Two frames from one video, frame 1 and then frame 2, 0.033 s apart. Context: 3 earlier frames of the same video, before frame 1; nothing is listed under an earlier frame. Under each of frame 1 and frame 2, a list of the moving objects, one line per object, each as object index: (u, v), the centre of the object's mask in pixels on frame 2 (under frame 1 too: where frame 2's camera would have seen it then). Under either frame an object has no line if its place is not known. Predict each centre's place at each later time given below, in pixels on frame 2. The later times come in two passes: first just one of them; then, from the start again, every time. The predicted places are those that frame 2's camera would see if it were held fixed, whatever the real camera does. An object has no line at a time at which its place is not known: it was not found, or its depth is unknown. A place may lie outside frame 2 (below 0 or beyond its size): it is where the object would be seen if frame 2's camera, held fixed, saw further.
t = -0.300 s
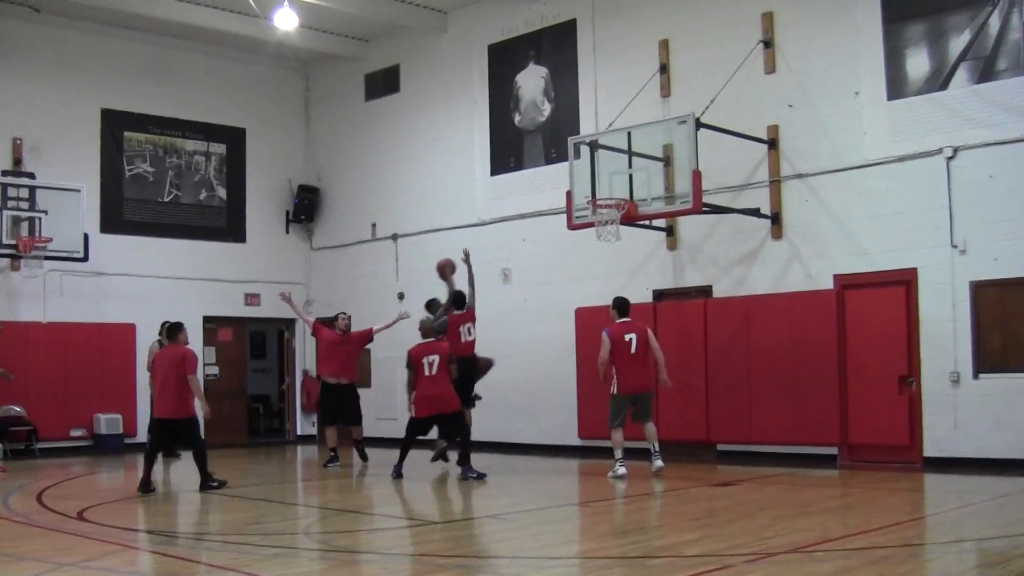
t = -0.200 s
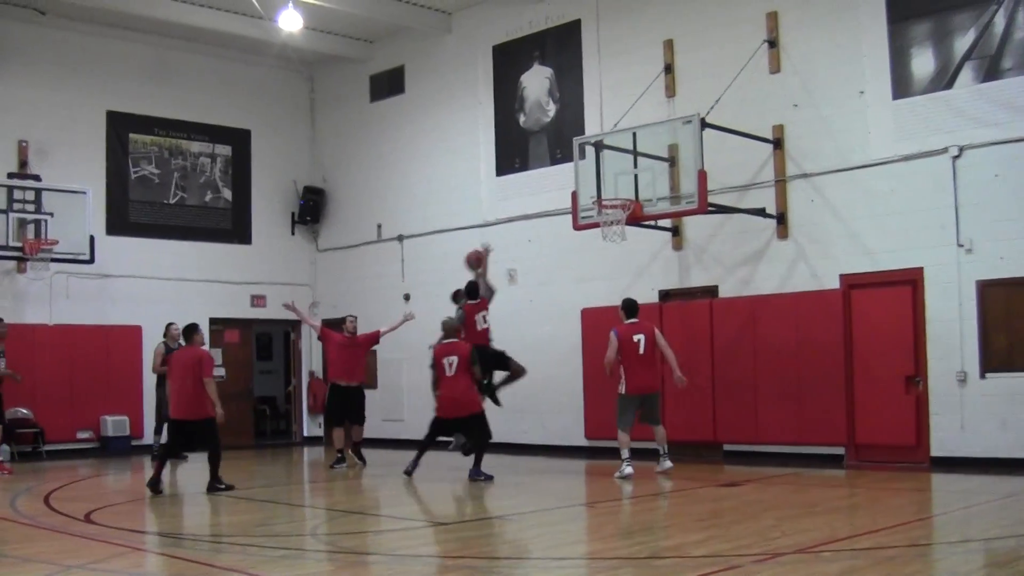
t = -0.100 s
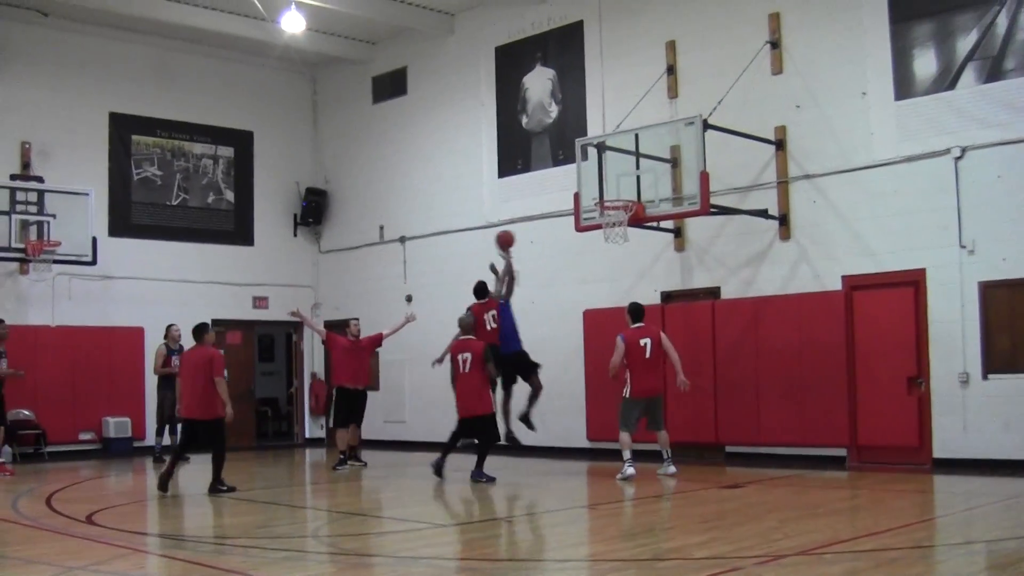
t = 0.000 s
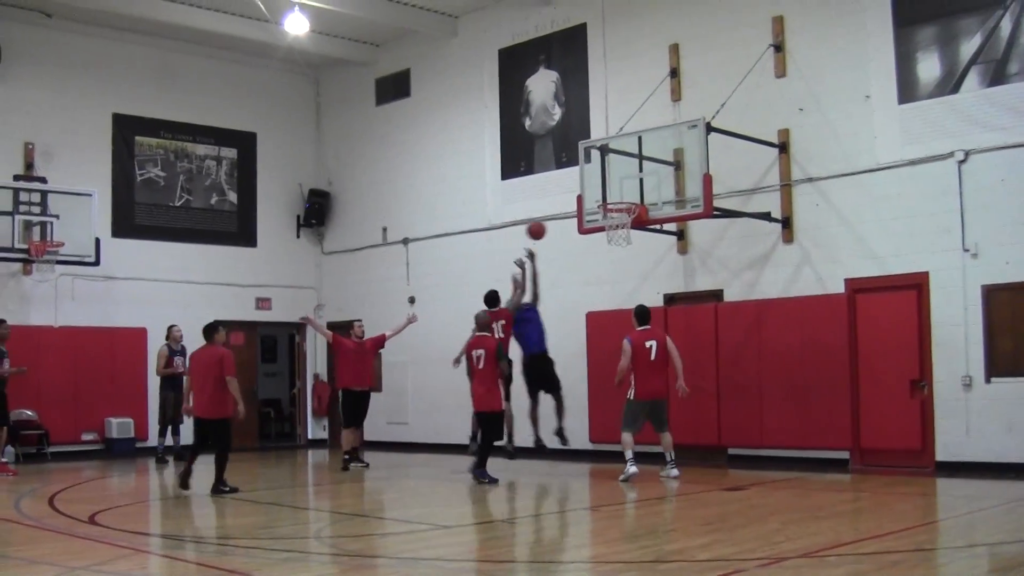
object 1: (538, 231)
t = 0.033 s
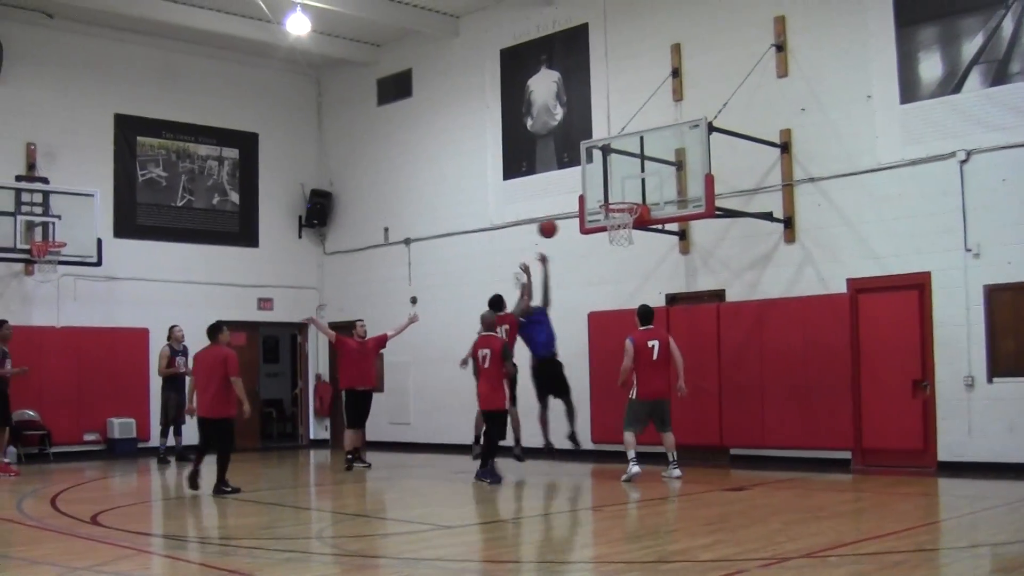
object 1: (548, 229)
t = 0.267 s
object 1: (588, 237)
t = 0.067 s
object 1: (557, 228)
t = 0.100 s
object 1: (566, 227)
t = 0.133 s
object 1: (577, 228)
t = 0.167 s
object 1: (584, 230)
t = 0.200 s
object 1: (585, 231)
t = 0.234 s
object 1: (587, 233)
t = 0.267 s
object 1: (588, 237)
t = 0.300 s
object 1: (589, 240)
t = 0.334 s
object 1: (591, 246)
